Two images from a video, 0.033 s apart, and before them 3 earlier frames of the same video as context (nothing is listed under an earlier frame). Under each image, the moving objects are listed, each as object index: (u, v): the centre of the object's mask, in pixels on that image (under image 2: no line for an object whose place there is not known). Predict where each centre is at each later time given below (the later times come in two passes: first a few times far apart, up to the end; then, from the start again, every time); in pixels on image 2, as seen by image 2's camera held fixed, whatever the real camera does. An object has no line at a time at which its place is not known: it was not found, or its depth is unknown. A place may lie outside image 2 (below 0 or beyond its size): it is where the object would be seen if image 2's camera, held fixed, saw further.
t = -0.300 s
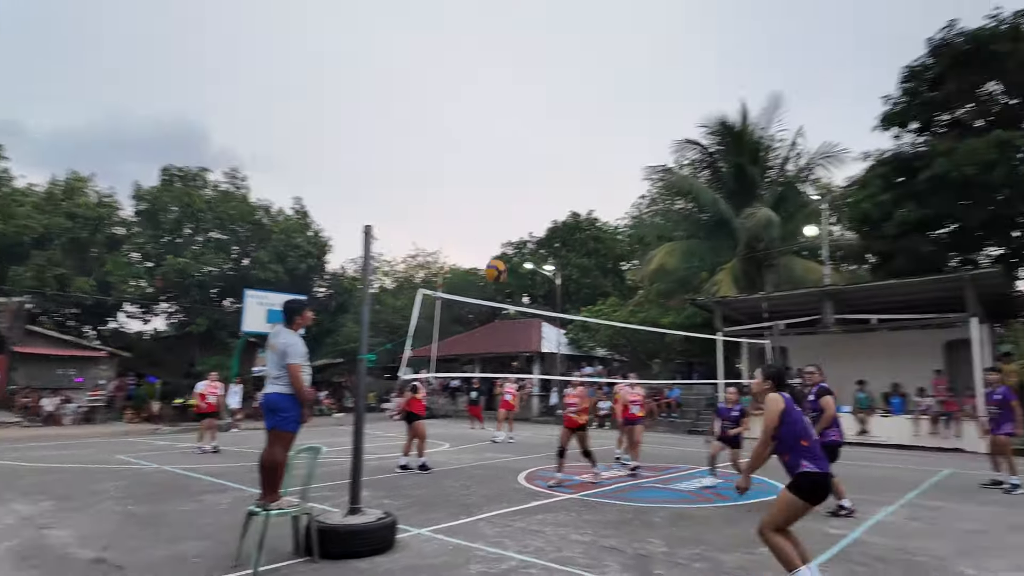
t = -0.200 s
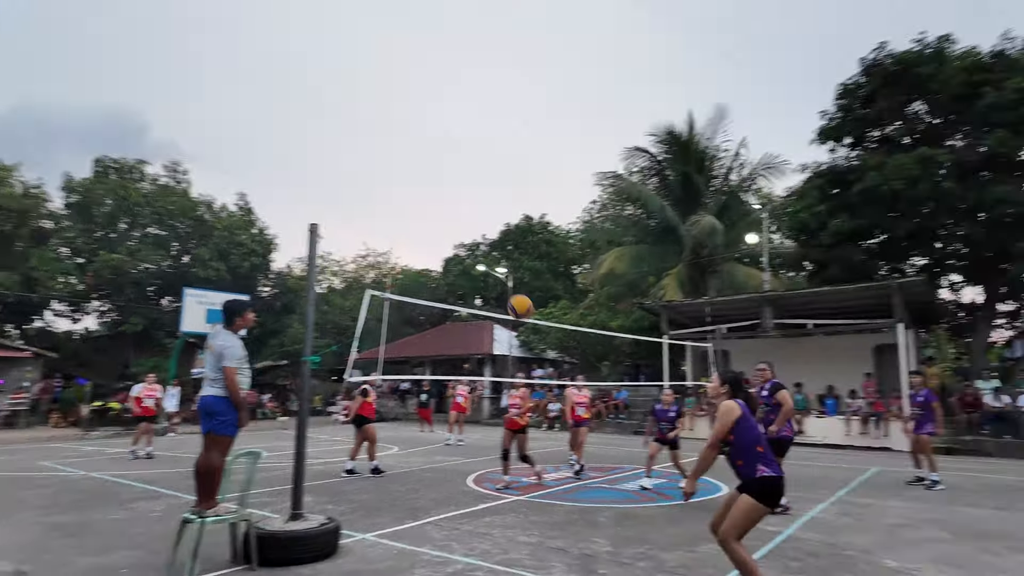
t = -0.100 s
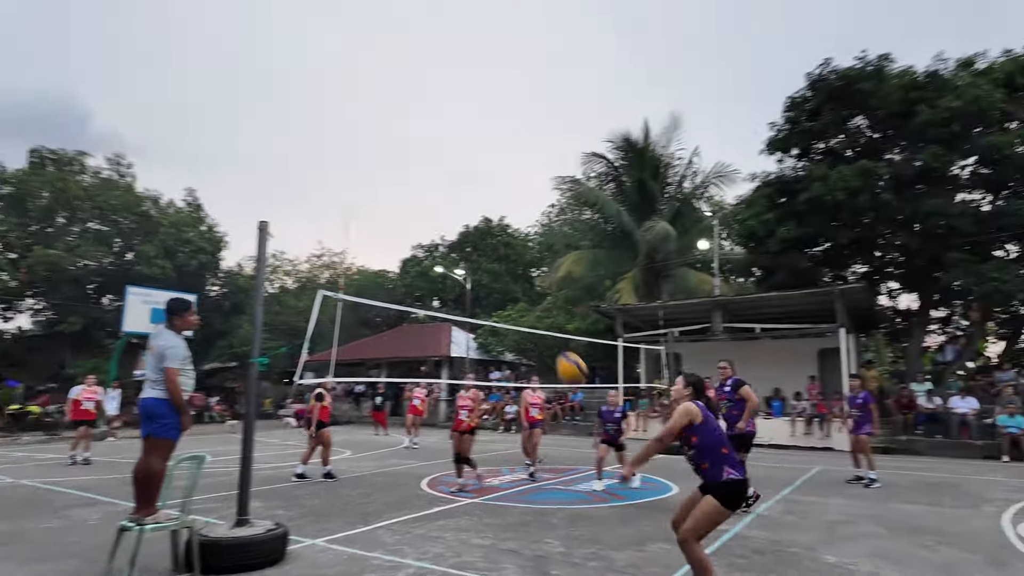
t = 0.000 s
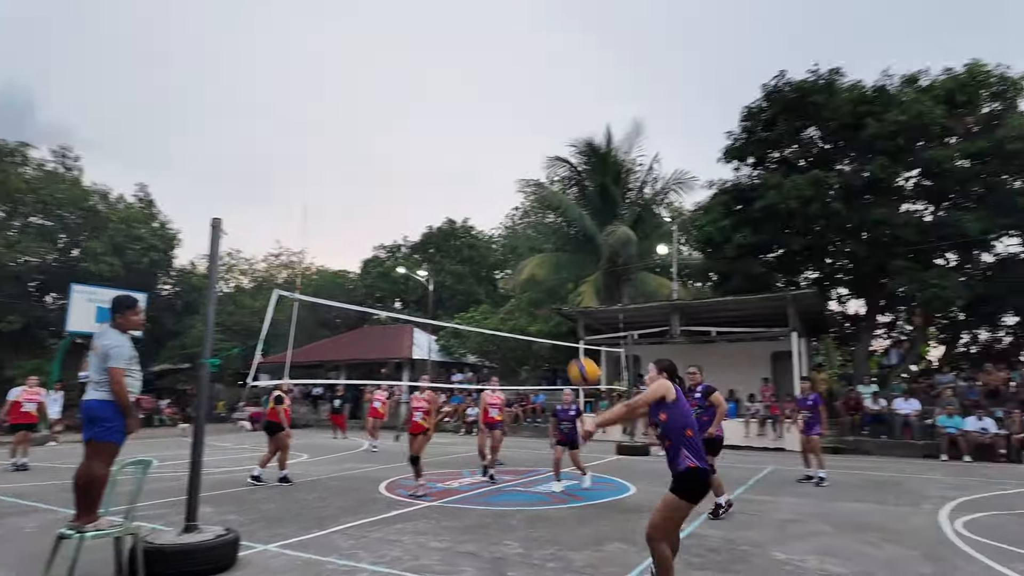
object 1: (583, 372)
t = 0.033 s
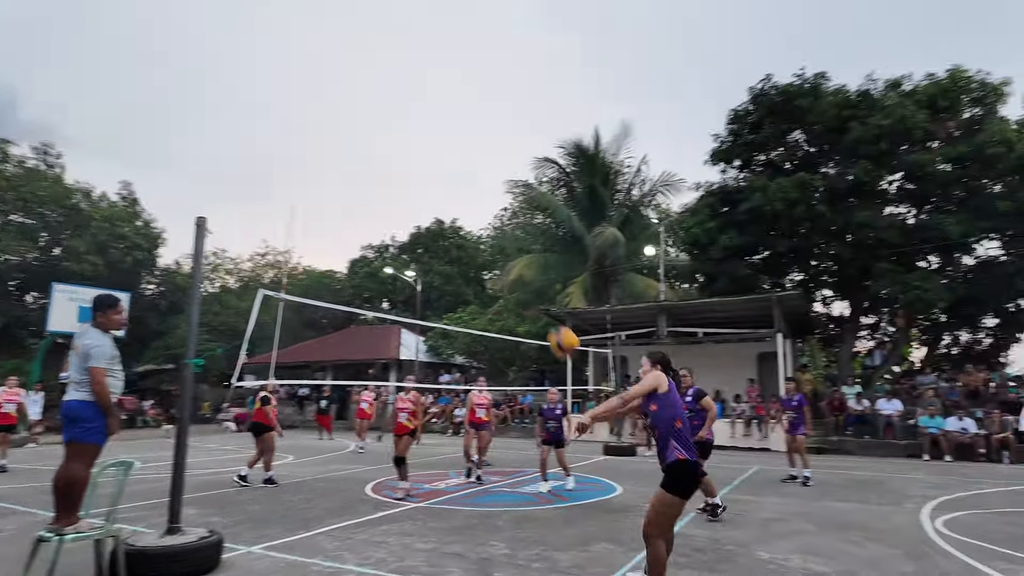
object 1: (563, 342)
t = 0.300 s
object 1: (513, 184)
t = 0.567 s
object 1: (473, 136)
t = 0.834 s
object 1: (439, 160)
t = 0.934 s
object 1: (428, 185)
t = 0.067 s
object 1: (556, 316)
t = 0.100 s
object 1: (549, 290)
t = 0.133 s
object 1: (543, 265)
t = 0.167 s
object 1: (535, 246)
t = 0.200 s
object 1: (530, 227)
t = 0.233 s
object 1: (523, 211)
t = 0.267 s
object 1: (517, 197)
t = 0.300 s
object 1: (513, 184)
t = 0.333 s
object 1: (508, 173)
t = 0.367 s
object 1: (502, 164)
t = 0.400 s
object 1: (497, 156)
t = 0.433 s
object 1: (492, 149)
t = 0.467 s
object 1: (487, 144)
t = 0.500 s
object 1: (483, 140)
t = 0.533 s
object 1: (478, 137)
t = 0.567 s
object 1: (473, 136)
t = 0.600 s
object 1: (469, 135)
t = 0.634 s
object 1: (465, 136)
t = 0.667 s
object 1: (460, 137)
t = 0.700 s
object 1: (456, 140)
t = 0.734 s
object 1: (451, 143)
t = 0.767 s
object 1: (447, 148)
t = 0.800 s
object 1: (443, 153)
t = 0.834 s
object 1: (439, 160)
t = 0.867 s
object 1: (435, 167)
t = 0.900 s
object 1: (431, 175)
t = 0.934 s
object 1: (428, 185)
